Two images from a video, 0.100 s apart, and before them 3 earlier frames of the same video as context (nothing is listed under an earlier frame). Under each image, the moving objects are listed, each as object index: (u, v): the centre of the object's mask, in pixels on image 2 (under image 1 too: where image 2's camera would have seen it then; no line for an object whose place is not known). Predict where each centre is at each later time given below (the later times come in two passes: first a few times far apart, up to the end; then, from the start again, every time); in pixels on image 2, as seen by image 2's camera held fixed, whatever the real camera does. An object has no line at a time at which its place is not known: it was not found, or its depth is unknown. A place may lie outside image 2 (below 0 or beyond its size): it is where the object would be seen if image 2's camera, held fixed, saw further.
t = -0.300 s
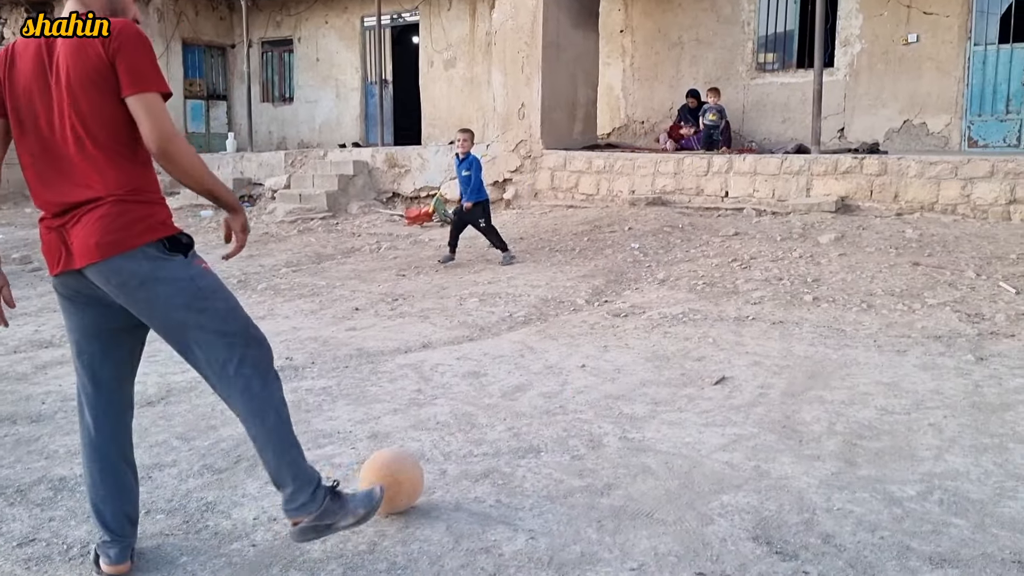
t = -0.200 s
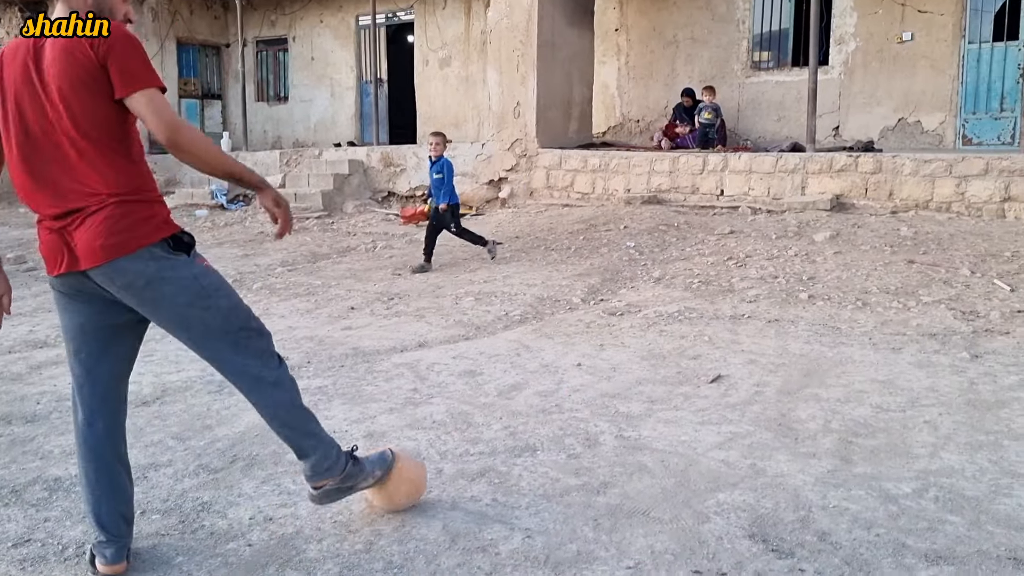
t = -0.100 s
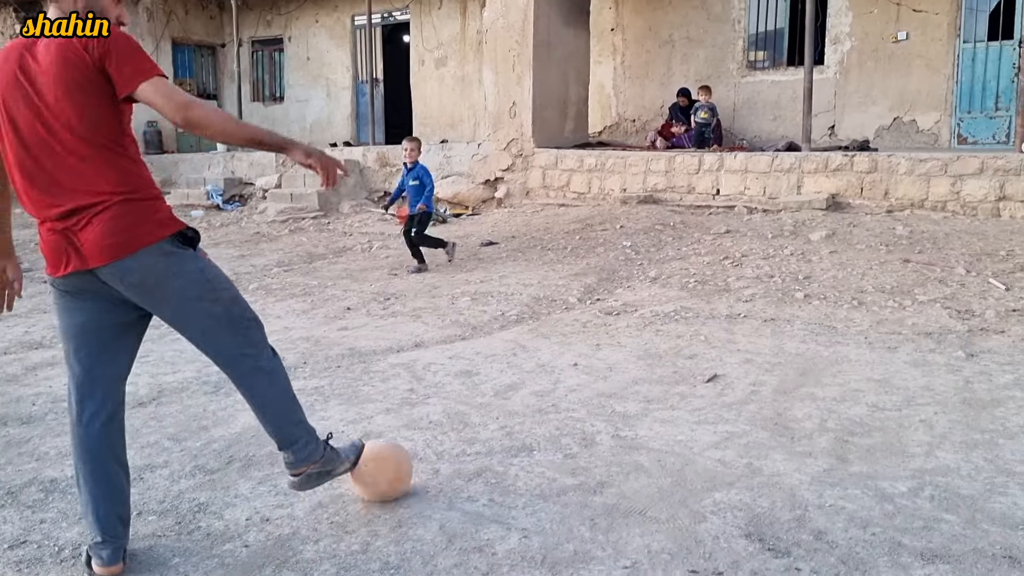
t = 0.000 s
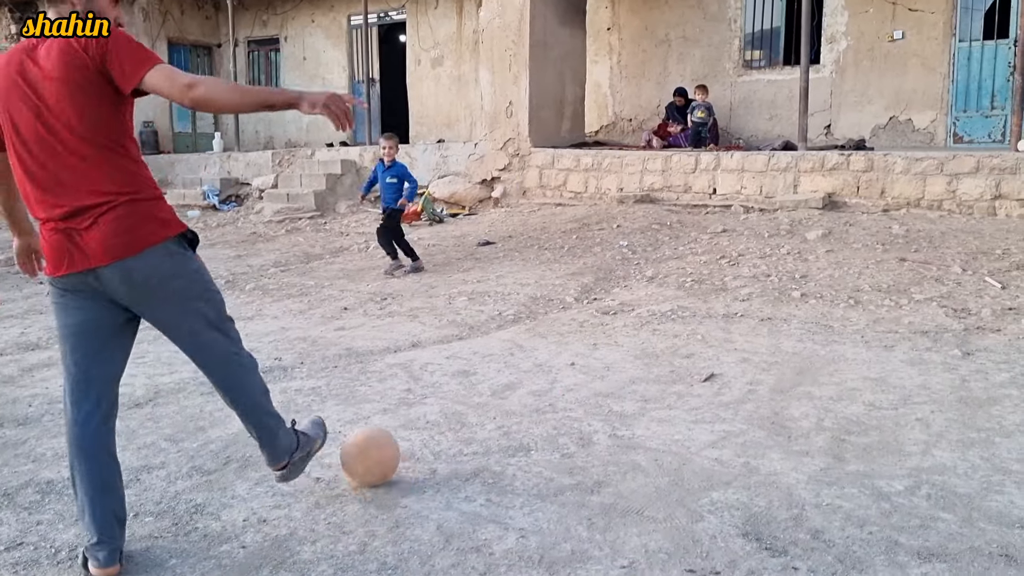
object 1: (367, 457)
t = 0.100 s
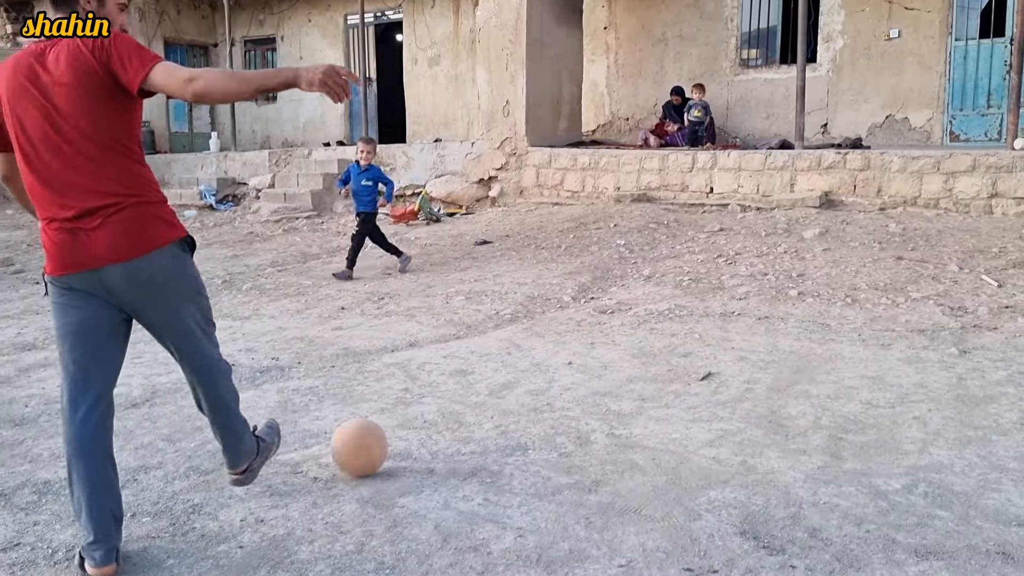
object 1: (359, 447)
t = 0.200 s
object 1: (351, 440)
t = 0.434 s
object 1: (332, 416)
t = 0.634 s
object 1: (318, 405)
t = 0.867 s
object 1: (303, 391)
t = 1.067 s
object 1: (292, 381)
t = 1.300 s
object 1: (278, 370)
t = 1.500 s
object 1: (267, 365)
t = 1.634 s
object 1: (260, 364)
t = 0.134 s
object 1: (357, 446)
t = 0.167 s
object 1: (354, 442)
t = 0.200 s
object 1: (351, 440)
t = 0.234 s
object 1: (349, 438)
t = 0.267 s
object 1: (346, 433)
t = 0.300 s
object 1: (343, 430)
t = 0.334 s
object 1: (341, 429)
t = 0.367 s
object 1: (337, 425)
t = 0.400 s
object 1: (335, 419)
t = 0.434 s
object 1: (332, 416)
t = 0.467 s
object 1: (330, 416)
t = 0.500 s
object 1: (328, 415)
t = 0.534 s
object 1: (324, 411)
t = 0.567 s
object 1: (322, 407)
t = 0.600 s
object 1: (320, 406)
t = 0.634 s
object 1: (318, 405)
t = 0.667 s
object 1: (315, 400)
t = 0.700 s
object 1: (313, 398)
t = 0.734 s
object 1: (311, 398)
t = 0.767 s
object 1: (309, 395)
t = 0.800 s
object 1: (307, 393)
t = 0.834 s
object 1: (305, 391)
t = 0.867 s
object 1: (303, 391)
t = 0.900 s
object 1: (301, 388)
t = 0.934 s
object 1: (299, 386)
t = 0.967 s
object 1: (297, 384)
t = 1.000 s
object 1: (296, 383)
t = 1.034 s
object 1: (294, 382)
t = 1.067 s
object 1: (292, 381)
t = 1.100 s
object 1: (290, 379)
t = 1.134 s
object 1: (288, 377)
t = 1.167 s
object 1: (286, 376)
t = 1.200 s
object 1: (284, 374)
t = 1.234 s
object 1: (282, 373)
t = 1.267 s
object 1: (280, 371)
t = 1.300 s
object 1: (278, 370)
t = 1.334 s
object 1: (276, 369)
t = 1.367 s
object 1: (275, 368)
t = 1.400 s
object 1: (273, 367)
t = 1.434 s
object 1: (271, 367)
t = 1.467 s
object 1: (269, 366)
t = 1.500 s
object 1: (267, 365)
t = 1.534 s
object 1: (266, 365)
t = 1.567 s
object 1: (264, 365)
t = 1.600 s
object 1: (262, 365)
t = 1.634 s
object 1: (260, 364)
